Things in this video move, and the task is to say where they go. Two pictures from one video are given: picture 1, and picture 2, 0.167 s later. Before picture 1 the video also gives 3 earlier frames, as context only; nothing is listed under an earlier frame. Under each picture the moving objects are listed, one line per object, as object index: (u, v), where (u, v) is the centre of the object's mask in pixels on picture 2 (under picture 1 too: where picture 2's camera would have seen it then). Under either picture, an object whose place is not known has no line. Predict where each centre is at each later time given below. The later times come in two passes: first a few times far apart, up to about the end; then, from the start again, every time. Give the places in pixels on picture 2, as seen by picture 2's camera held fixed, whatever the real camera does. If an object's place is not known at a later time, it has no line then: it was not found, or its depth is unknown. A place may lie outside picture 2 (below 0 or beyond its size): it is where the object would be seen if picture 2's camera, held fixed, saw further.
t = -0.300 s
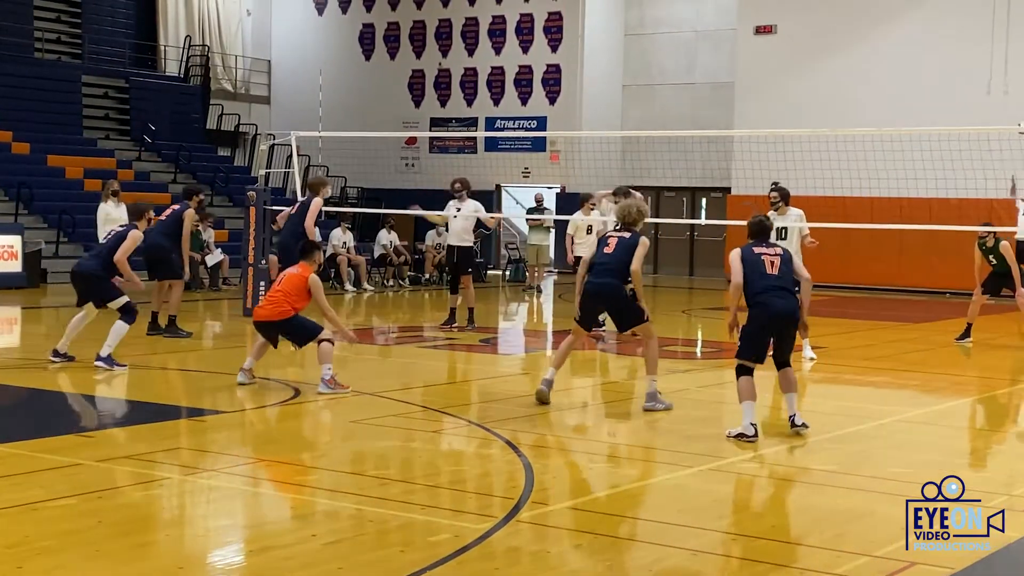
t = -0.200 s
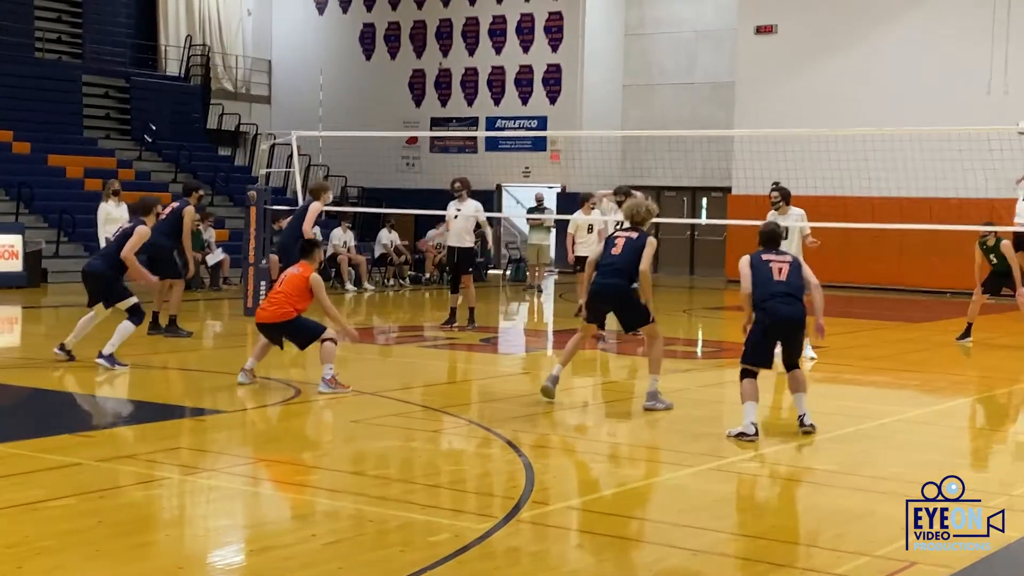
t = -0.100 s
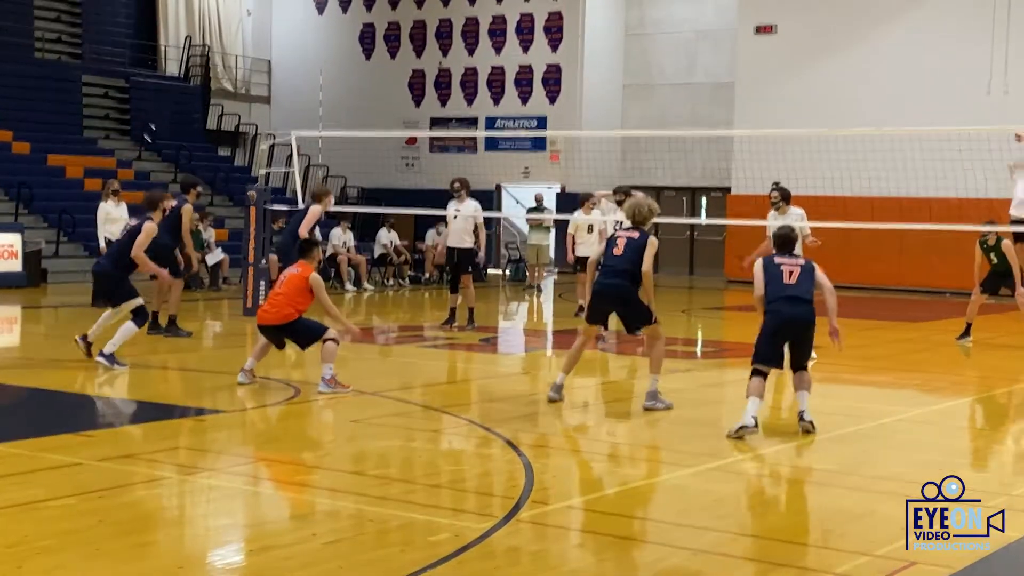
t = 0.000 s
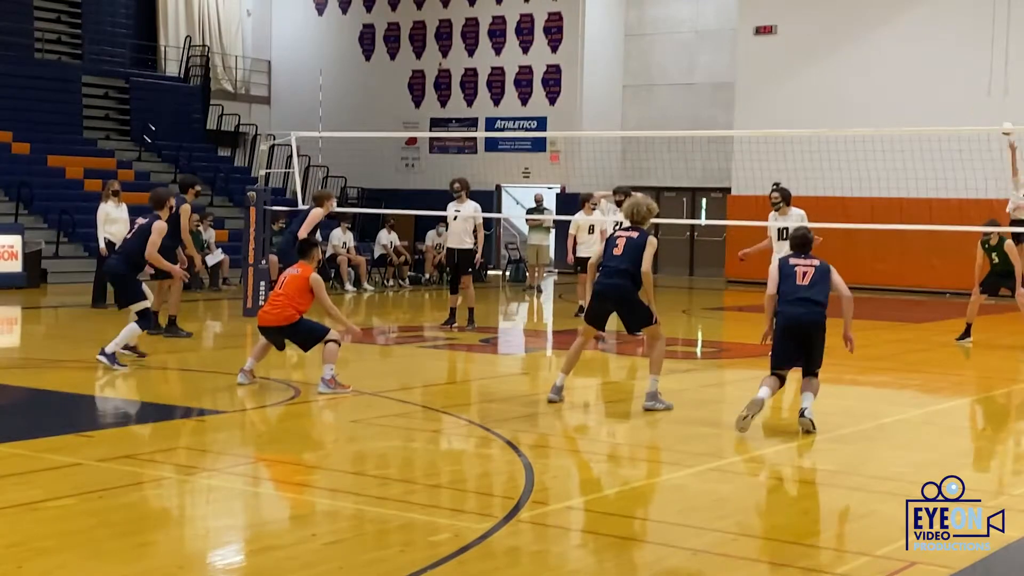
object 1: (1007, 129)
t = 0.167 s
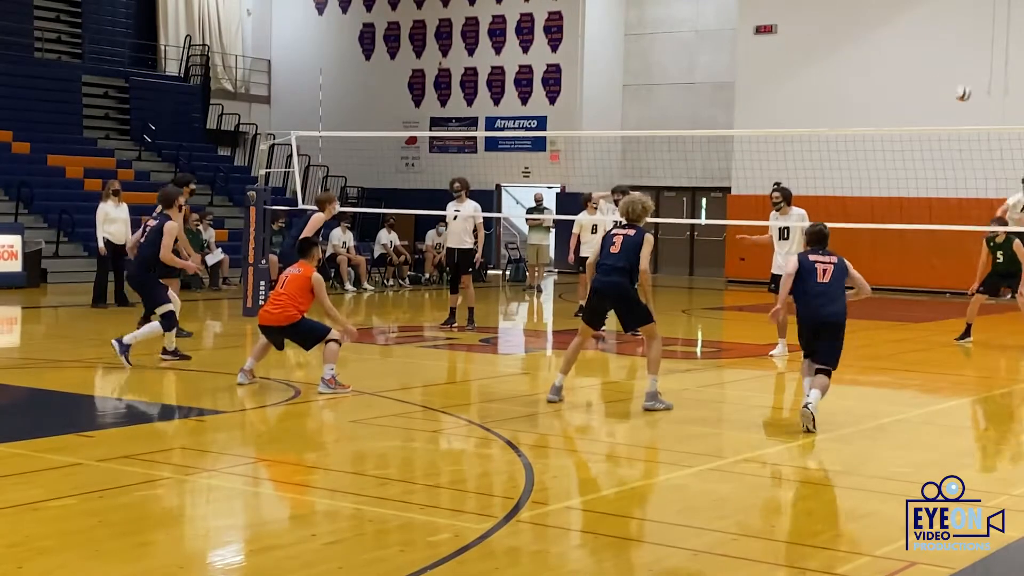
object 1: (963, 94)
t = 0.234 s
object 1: (943, 84)
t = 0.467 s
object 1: (860, 71)
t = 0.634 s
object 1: (788, 90)
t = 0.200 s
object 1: (953, 89)
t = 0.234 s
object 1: (943, 84)
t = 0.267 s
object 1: (933, 80)
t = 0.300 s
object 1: (922, 76)
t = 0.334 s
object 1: (910, 74)
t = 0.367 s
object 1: (898, 72)
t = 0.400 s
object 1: (886, 71)
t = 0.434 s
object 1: (873, 71)
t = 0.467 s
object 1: (860, 71)
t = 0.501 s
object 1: (846, 73)
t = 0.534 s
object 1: (833, 76)
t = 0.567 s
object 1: (819, 79)
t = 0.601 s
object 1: (803, 85)
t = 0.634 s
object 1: (788, 90)
